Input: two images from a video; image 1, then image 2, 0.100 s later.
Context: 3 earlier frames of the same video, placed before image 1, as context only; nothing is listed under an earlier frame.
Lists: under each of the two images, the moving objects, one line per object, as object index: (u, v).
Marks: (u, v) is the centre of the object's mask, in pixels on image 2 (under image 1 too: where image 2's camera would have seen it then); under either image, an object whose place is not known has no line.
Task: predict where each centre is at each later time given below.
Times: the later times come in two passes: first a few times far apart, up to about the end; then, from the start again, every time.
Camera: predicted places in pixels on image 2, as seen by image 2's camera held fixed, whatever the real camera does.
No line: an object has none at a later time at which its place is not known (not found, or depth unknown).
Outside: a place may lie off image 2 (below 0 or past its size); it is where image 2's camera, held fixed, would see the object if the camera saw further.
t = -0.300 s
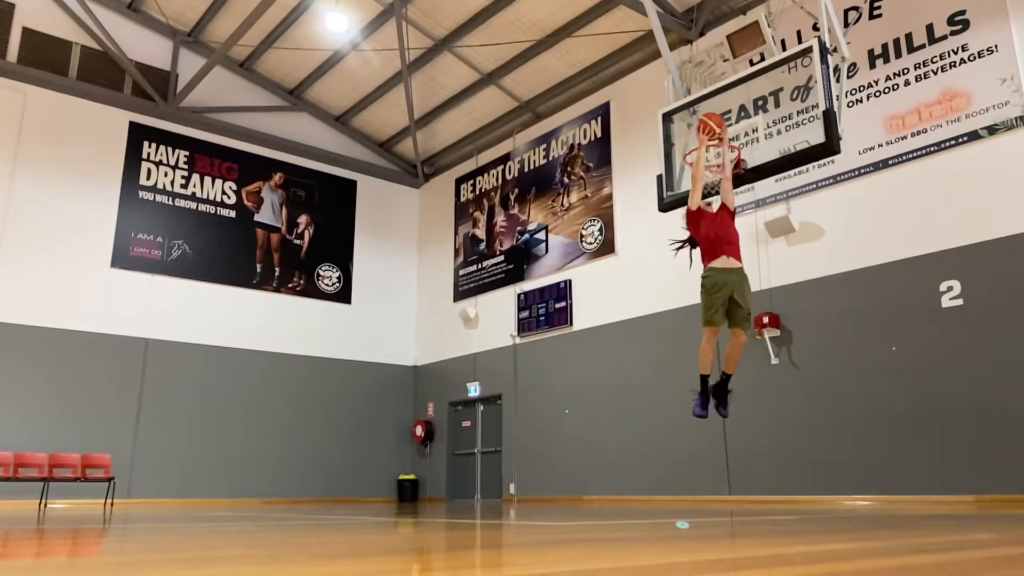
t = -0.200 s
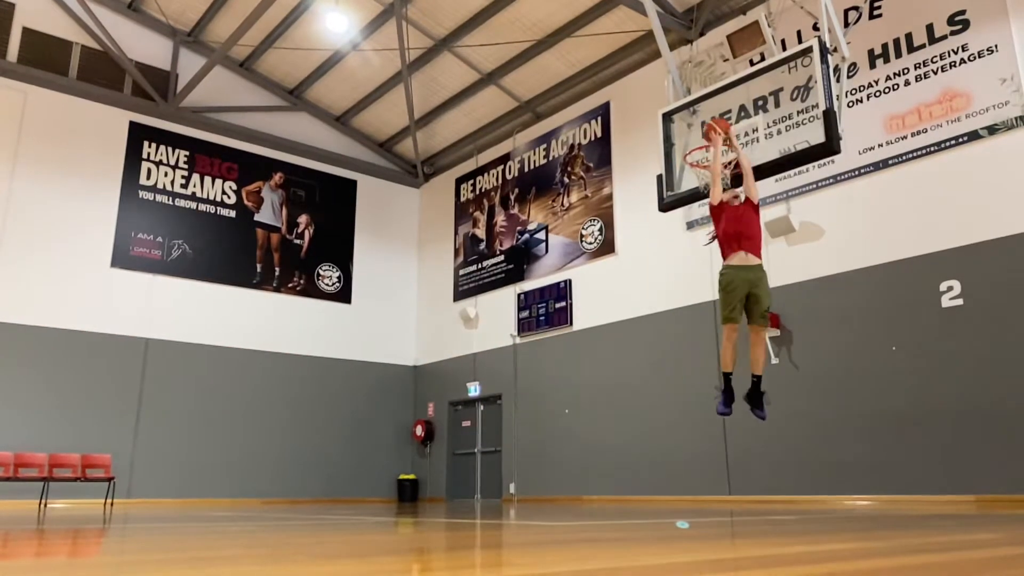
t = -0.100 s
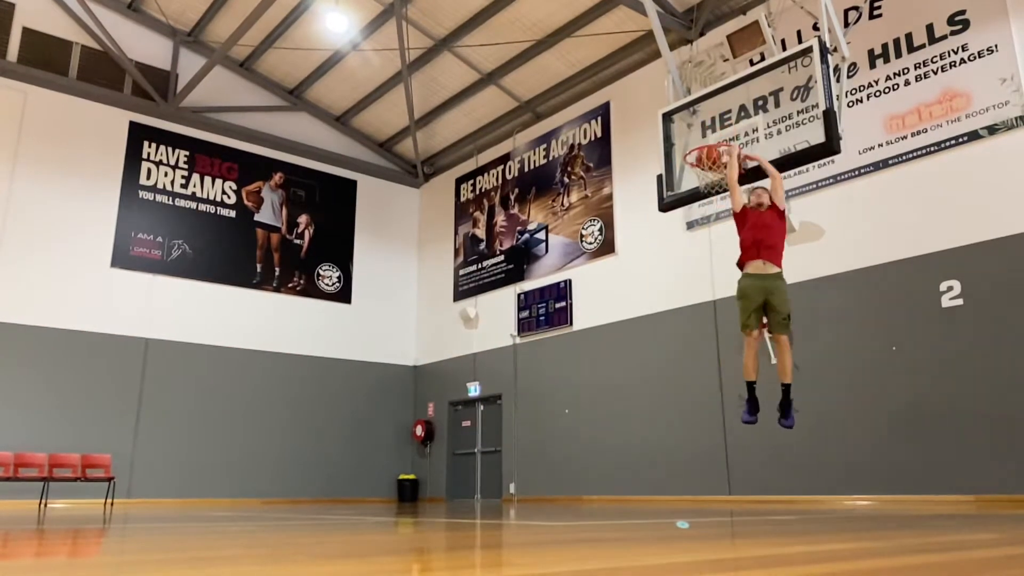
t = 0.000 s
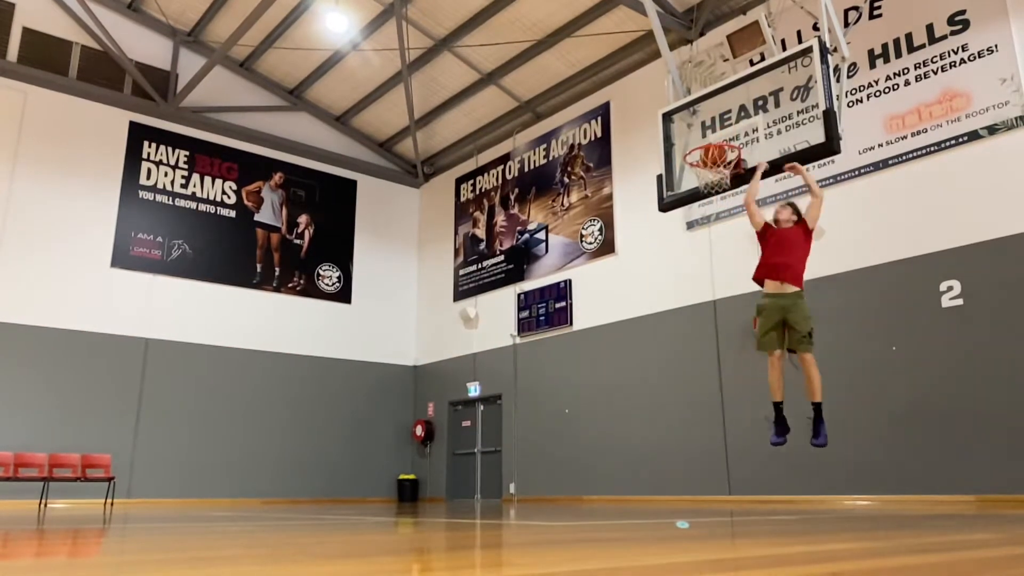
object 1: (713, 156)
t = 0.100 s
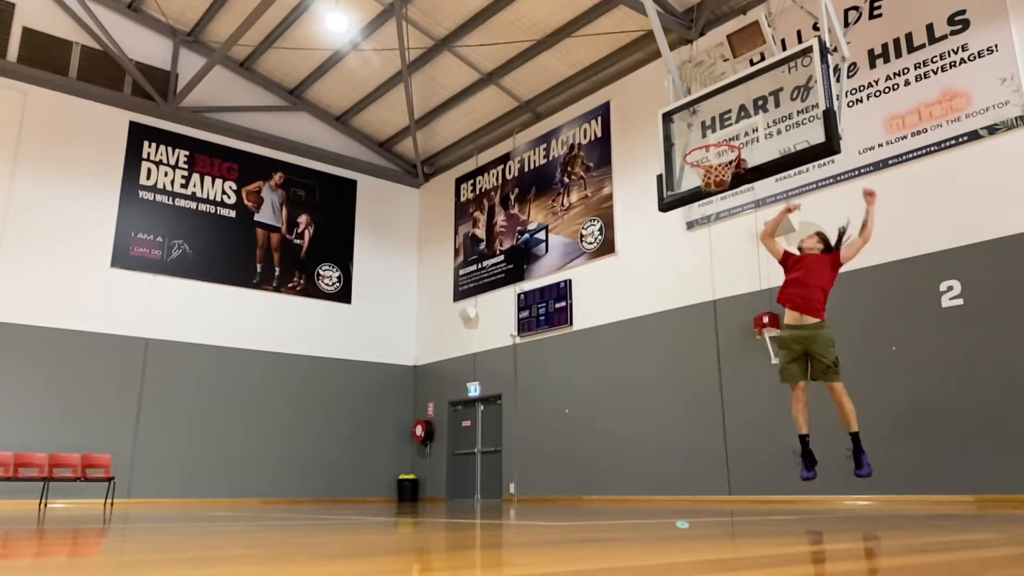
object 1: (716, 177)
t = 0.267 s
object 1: (716, 205)
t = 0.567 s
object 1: (722, 324)
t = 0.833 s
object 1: (731, 475)
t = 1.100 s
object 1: (717, 350)
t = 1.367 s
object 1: (710, 308)
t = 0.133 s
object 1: (717, 180)
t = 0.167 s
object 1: (716, 188)
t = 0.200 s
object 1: (716, 191)
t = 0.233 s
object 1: (716, 198)
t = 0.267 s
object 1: (716, 205)
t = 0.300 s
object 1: (716, 215)
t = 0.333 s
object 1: (716, 224)
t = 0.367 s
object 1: (717, 235)
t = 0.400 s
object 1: (717, 246)
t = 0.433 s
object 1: (718, 260)
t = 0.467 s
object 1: (718, 274)
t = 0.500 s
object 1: (719, 290)
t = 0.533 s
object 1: (720, 306)
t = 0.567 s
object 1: (722, 324)
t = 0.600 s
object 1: (723, 344)
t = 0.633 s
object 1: (724, 364)
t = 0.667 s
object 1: (725, 386)
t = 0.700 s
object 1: (727, 409)
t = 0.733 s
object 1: (729, 434)
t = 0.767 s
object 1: (731, 460)
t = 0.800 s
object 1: (733, 492)
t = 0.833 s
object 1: (731, 475)
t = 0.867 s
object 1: (729, 454)
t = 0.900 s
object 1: (726, 435)
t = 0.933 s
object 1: (724, 417)
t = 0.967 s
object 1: (722, 401)
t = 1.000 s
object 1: (721, 386)
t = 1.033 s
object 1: (719, 372)
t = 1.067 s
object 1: (718, 361)
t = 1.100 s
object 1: (717, 350)
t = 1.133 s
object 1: (715, 340)
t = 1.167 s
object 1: (714, 332)
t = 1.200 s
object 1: (713, 325)
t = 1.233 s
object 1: (712, 320)
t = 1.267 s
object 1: (712, 315)
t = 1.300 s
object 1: (711, 311)
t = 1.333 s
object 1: (710, 309)
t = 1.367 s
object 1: (710, 308)
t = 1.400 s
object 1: (709, 308)
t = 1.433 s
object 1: (709, 309)
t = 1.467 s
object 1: (708, 311)
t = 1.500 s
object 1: (708, 315)
